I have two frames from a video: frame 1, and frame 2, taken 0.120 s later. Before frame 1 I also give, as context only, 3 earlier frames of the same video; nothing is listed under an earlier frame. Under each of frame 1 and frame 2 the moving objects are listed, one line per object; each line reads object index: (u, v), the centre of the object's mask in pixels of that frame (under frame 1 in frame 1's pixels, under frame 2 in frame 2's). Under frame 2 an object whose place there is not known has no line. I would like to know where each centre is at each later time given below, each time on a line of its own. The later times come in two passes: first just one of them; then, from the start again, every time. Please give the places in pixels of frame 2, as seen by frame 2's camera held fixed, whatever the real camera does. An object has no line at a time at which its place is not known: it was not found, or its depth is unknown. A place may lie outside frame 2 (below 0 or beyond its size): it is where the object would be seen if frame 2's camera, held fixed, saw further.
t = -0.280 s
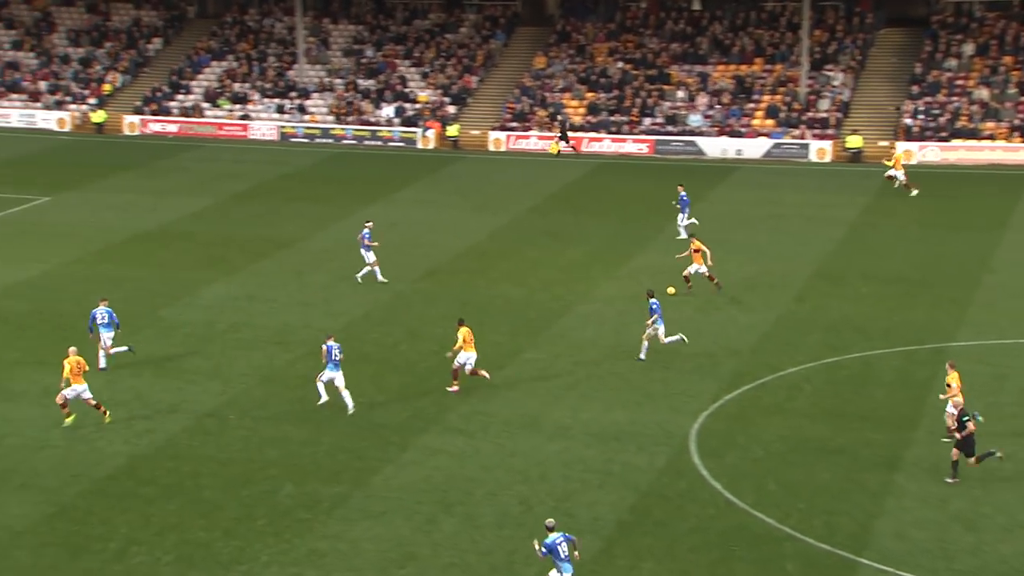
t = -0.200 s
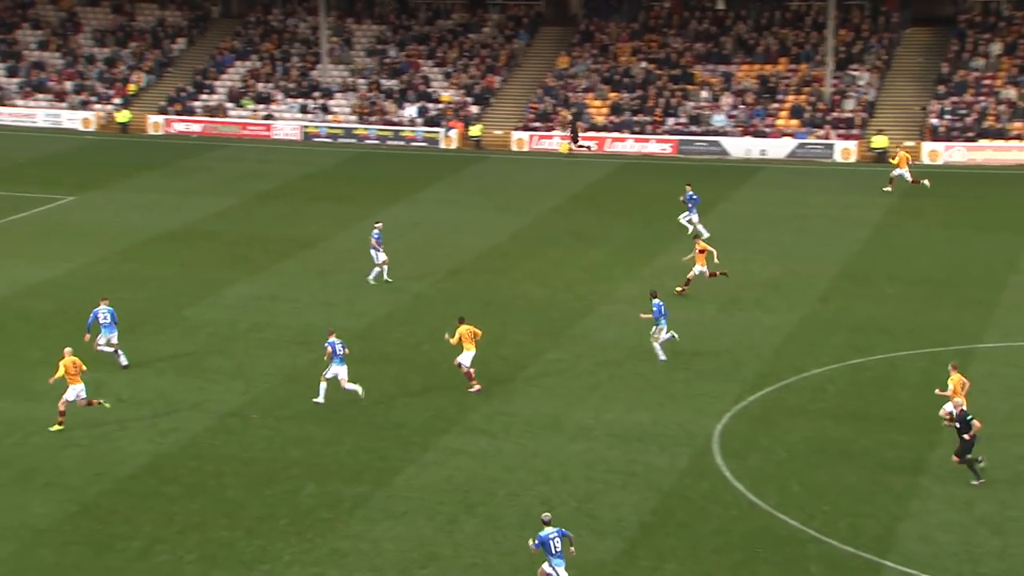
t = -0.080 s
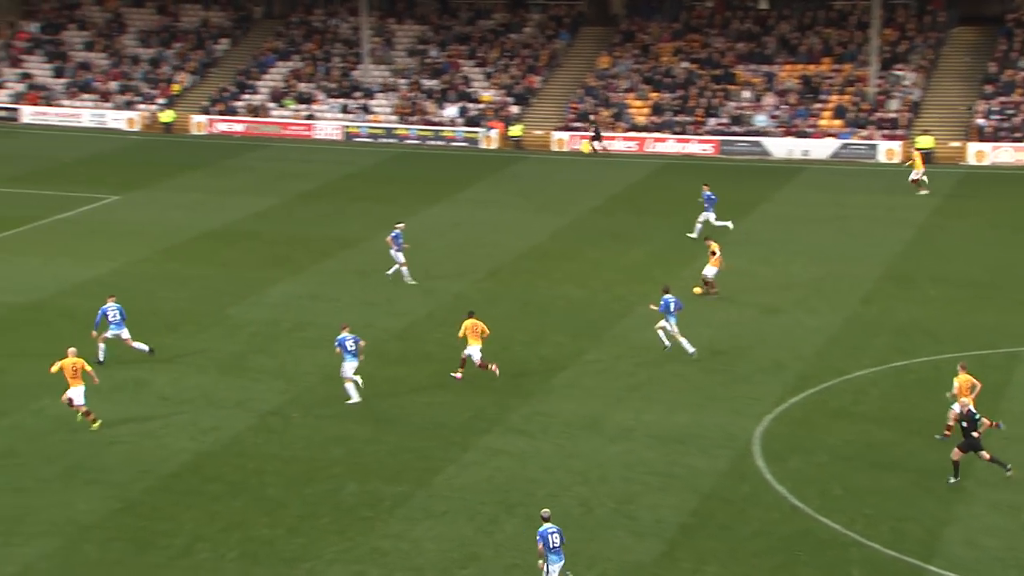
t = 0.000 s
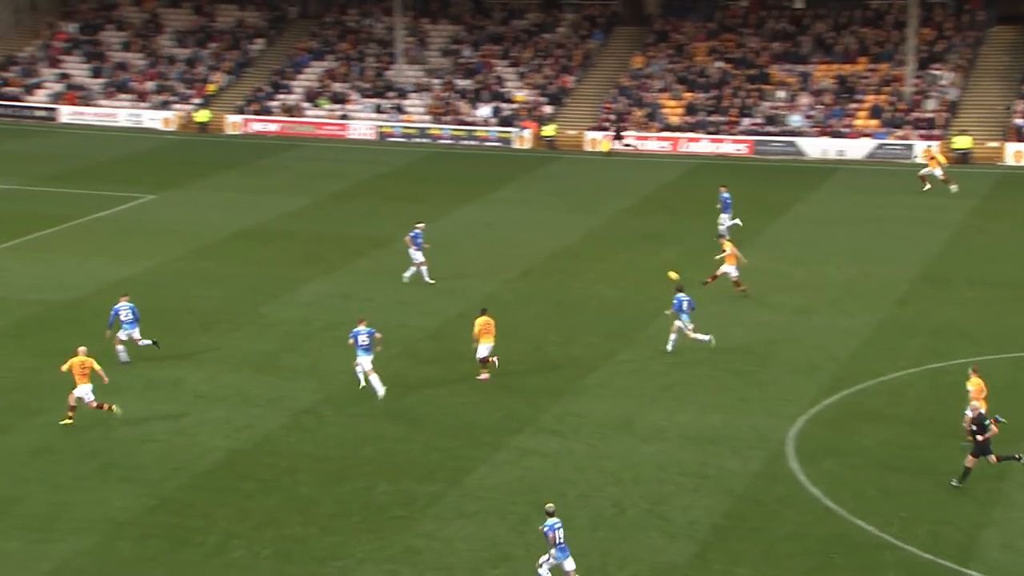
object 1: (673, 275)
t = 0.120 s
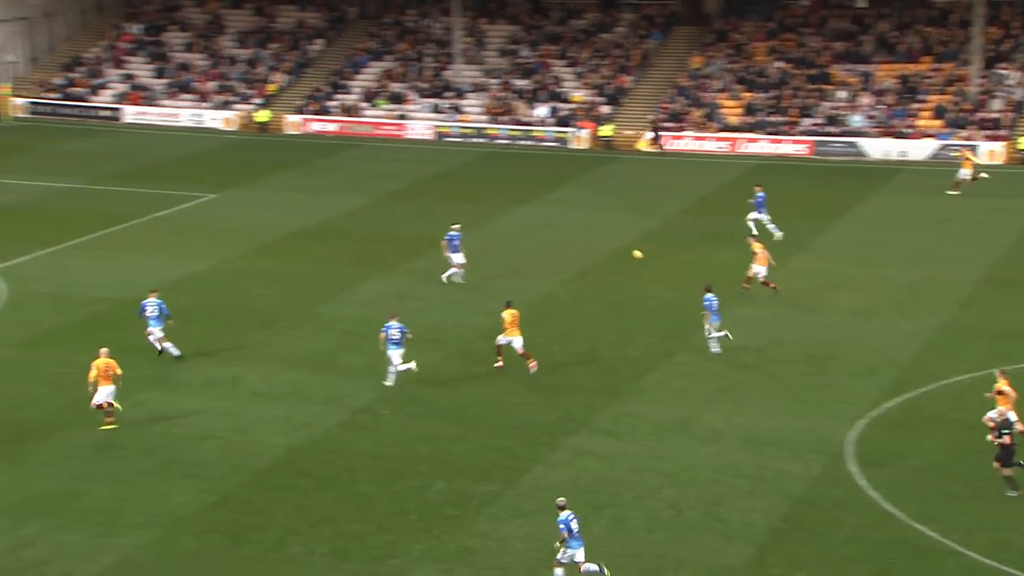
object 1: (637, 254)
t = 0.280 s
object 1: (521, 232)
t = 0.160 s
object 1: (607, 248)
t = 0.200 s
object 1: (578, 242)
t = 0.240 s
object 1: (550, 236)
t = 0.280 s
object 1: (521, 232)
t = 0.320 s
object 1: (493, 228)
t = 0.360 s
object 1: (466, 225)
